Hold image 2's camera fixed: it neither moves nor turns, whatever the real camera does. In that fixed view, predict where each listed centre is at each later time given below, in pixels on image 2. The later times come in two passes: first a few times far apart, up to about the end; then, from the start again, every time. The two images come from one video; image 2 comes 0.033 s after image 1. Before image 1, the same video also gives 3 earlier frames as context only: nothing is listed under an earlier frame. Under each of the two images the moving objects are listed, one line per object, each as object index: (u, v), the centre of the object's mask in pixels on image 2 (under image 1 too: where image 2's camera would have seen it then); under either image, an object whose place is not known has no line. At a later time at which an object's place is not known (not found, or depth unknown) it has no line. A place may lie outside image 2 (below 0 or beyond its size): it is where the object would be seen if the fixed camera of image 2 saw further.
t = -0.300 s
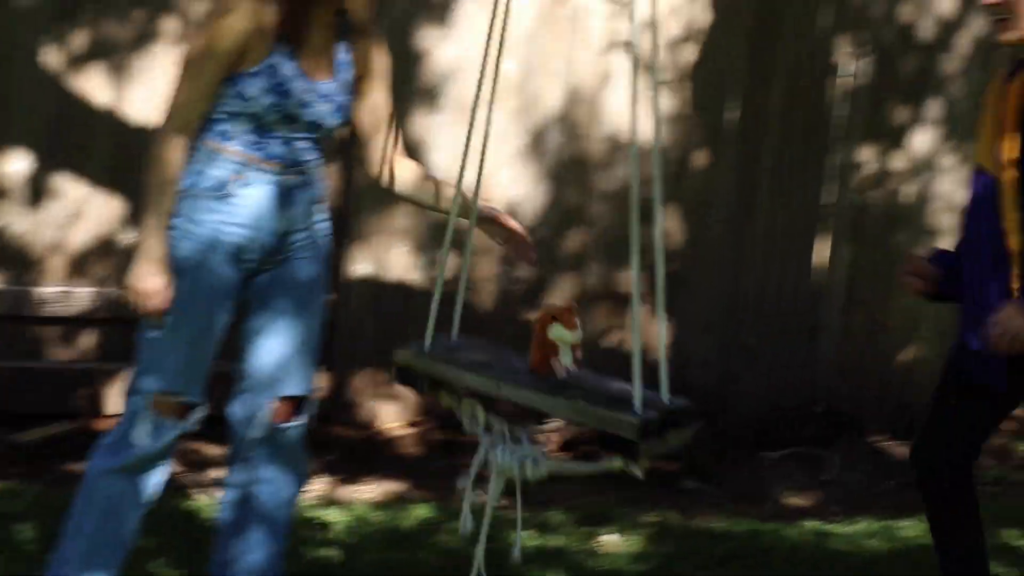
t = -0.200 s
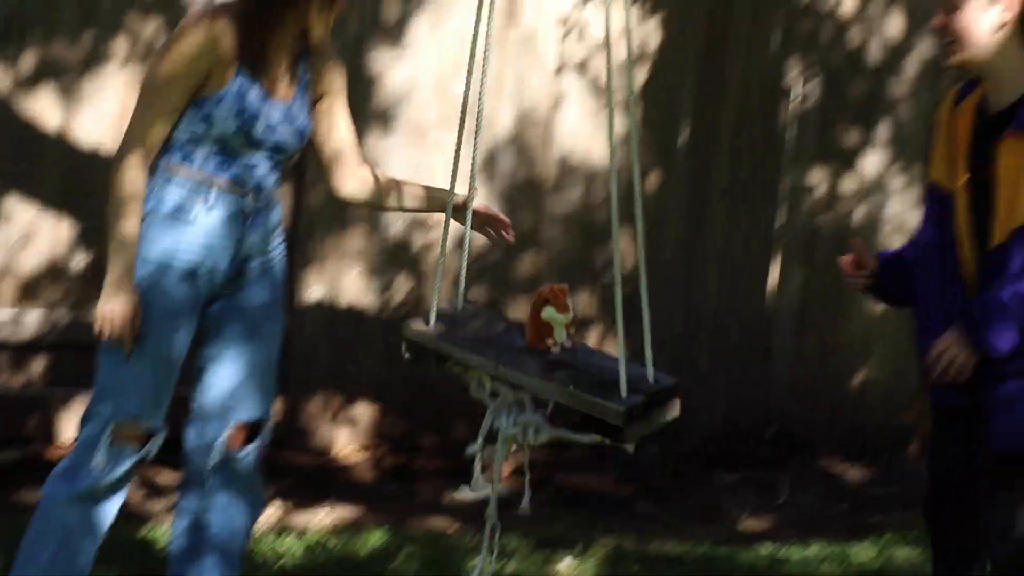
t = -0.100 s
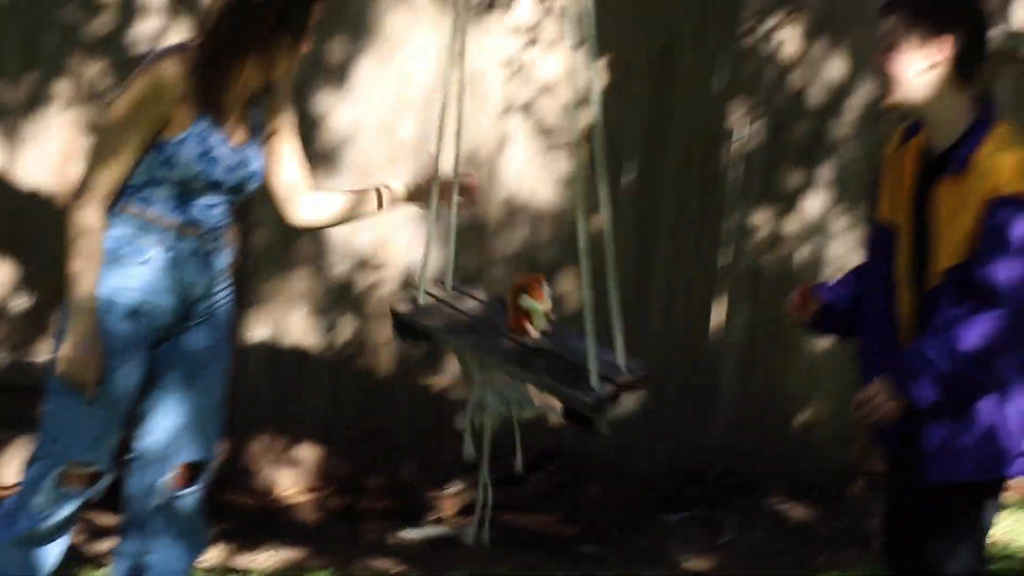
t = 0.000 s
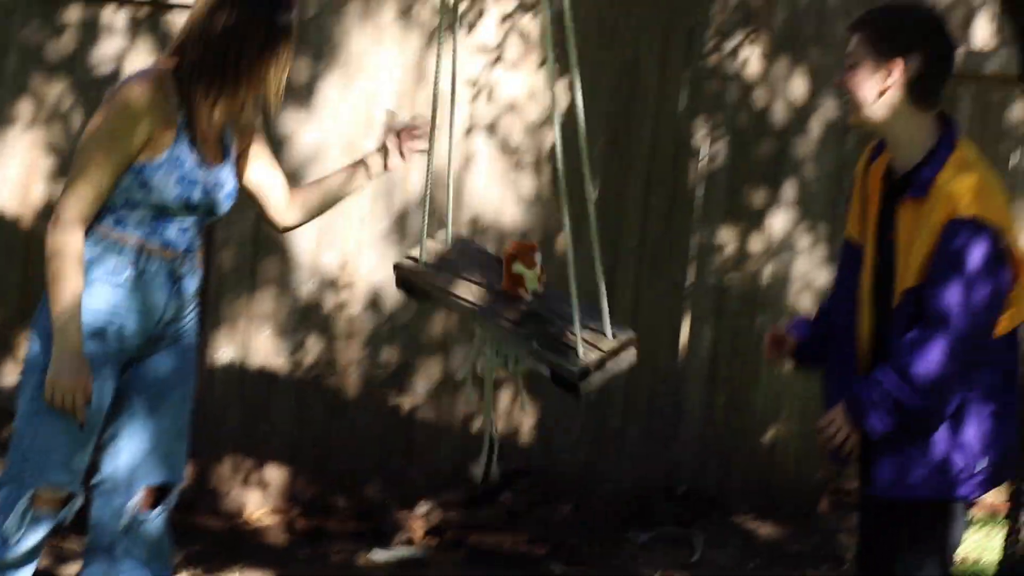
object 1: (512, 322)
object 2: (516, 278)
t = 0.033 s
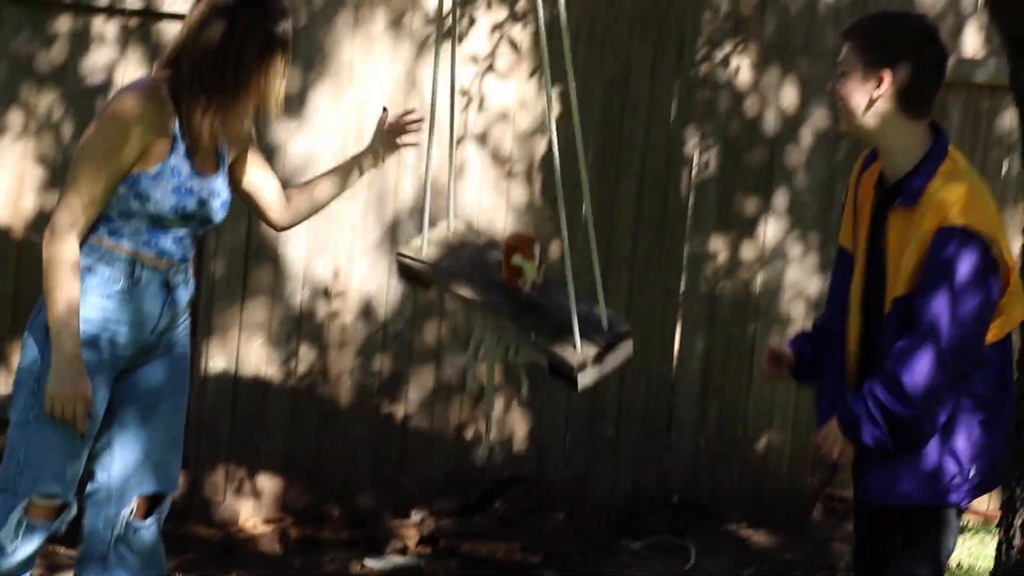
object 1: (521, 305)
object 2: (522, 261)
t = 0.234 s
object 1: (543, 221)
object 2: (550, 182)
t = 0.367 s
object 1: (545, 202)
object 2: (554, 165)
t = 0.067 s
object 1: (526, 289)
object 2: (529, 244)
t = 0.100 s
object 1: (529, 270)
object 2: (535, 229)
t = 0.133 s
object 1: (536, 256)
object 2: (540, 214)
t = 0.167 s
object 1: (539, 243)
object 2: (544, 201)
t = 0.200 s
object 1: (540, 231)
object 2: (547, 191)
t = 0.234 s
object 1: (543, 221)
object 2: (550, 182)
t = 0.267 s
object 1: (544, 212)
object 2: (552, 174)
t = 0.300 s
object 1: (546, 207)
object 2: (554, 169)
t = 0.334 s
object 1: (544, 202)
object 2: (555, 165)
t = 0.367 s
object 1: (545, 202)
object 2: (554, 165)
